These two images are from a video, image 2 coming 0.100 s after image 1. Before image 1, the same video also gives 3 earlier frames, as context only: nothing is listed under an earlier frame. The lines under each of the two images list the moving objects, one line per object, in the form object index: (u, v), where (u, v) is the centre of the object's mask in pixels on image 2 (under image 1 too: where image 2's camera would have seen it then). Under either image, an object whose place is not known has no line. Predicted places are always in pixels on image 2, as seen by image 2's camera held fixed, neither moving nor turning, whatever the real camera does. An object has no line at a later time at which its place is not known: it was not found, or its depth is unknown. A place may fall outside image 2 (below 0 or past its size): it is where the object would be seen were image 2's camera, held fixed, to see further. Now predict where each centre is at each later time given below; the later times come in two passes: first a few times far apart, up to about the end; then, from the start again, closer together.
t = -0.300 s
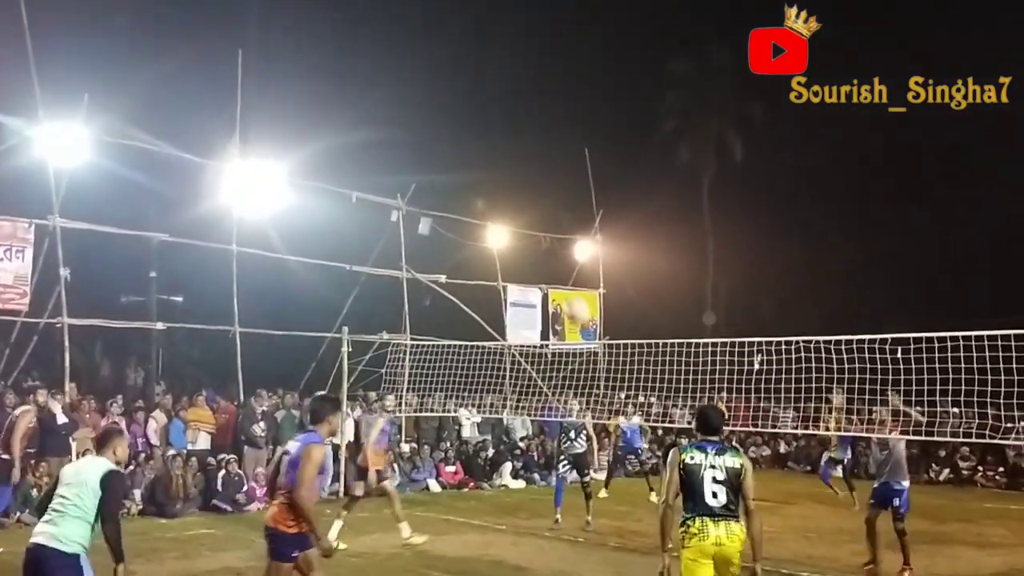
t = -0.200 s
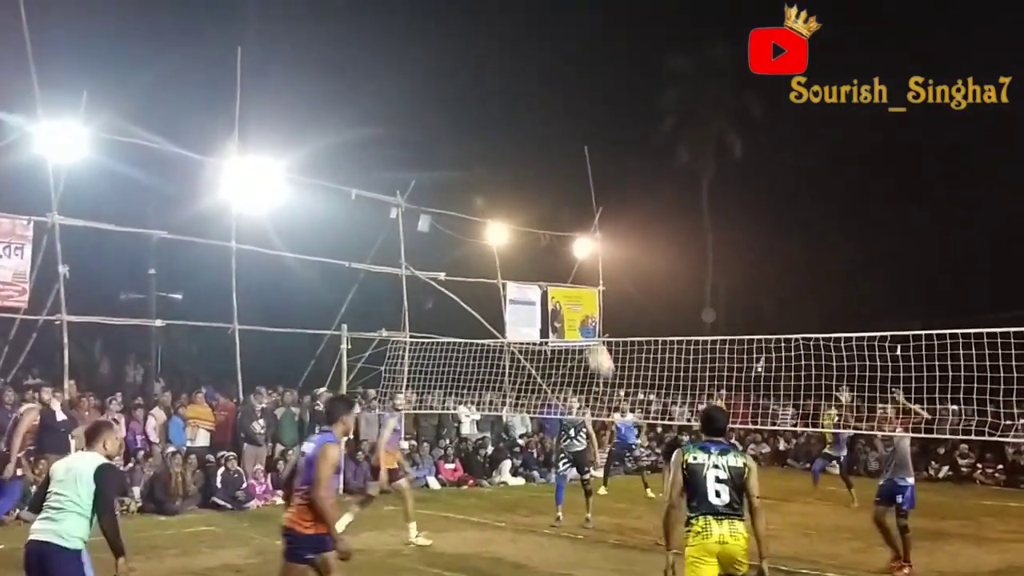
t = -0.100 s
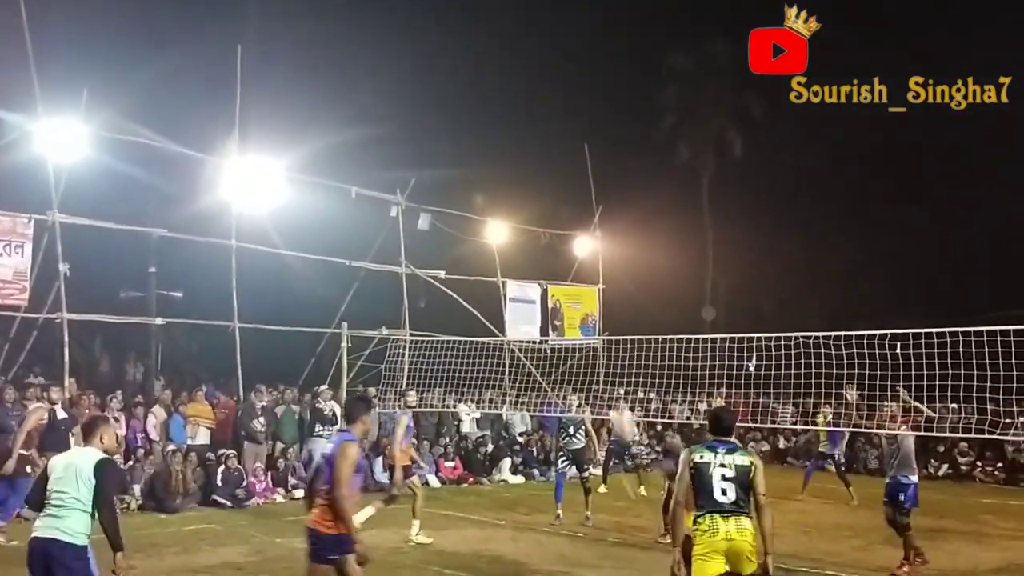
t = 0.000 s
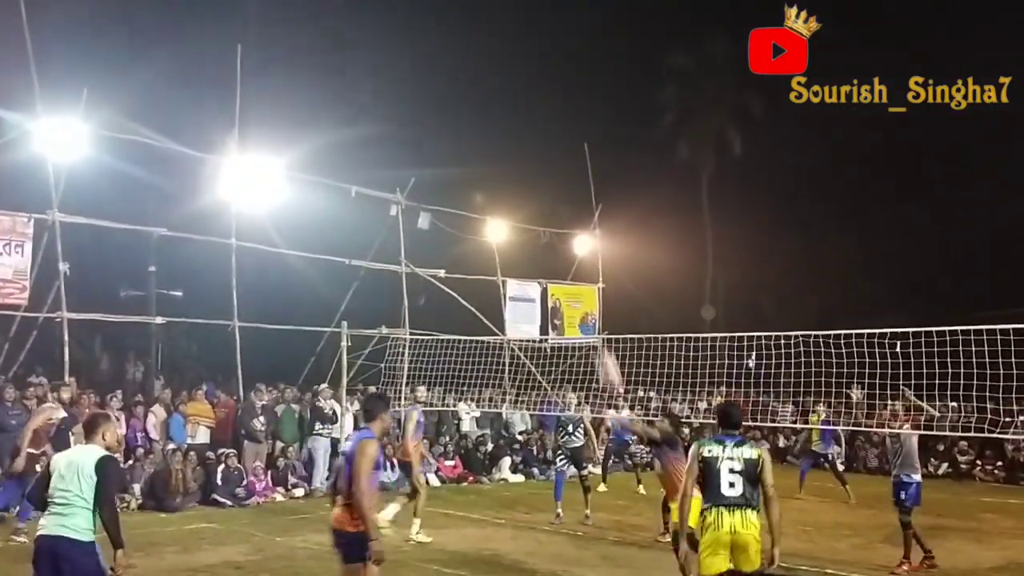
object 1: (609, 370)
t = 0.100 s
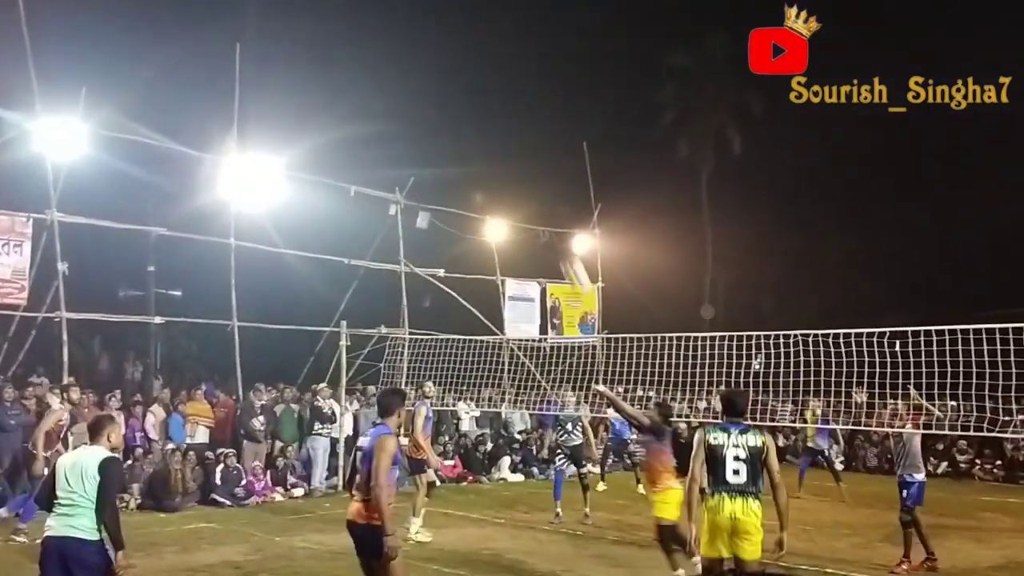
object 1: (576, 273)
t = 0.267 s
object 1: (530, 157)
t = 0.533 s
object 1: (465, 41)
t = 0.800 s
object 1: (409, 2)
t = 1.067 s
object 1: (359, 29)
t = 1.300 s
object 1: (319, 97)
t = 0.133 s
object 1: (566, 247)
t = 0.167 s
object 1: (557, 222)
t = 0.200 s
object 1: (548, 199)
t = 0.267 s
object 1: (530, 157)
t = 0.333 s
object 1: (513, 120)
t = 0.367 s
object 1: (504, 103)
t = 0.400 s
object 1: (497, 89)
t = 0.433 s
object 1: (488, 75)
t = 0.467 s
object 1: (480, 62)
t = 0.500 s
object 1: (473, 51)
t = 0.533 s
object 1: (465, 41)
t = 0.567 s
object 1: (458, 32)
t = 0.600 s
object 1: (451, 25)
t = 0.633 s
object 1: (443, 19)
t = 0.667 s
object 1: (436, 13)
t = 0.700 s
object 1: (429, 9)
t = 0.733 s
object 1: (423, 6)
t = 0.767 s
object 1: (416, 4)
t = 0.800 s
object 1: (409, 2)
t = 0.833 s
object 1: (403, 2)
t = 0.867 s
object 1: (396, 4)
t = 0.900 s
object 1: (389, 6)
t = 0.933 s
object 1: (383, 9)
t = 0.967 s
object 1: (377, 12)
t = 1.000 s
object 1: (371, 18)
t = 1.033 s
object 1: (365, 23)
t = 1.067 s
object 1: (359, 29)
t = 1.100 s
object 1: (353, 37)
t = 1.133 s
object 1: (347, 45)
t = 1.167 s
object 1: (341, 53)
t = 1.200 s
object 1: (336, 63)
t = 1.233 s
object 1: (330, 74)
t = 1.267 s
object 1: (325, 85)
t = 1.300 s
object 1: (319, 97)
